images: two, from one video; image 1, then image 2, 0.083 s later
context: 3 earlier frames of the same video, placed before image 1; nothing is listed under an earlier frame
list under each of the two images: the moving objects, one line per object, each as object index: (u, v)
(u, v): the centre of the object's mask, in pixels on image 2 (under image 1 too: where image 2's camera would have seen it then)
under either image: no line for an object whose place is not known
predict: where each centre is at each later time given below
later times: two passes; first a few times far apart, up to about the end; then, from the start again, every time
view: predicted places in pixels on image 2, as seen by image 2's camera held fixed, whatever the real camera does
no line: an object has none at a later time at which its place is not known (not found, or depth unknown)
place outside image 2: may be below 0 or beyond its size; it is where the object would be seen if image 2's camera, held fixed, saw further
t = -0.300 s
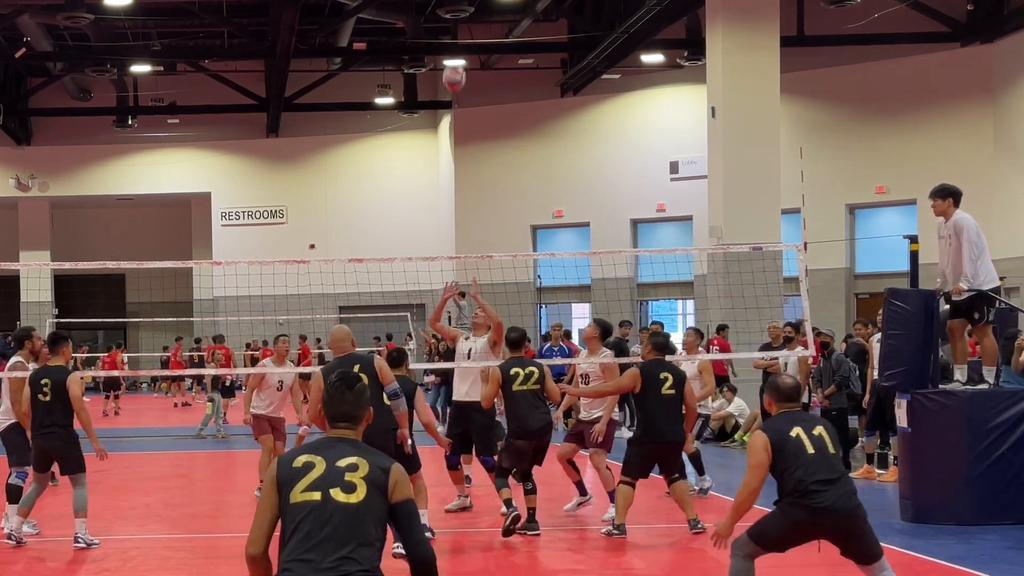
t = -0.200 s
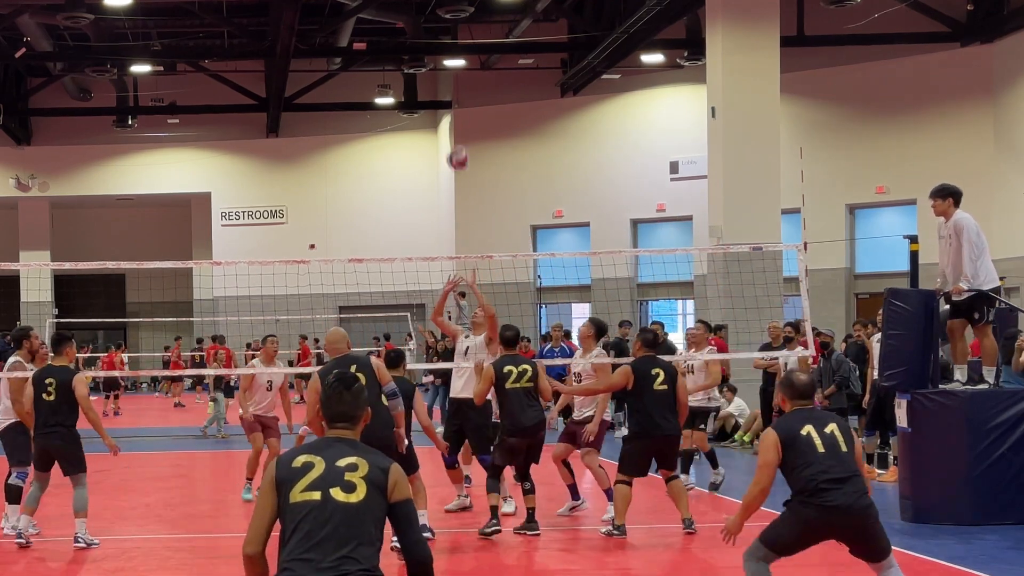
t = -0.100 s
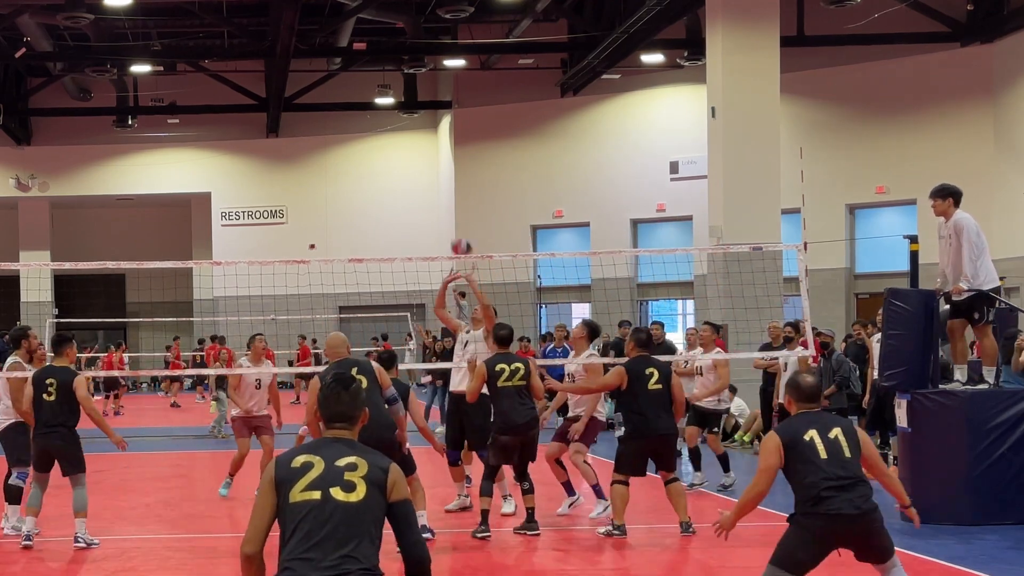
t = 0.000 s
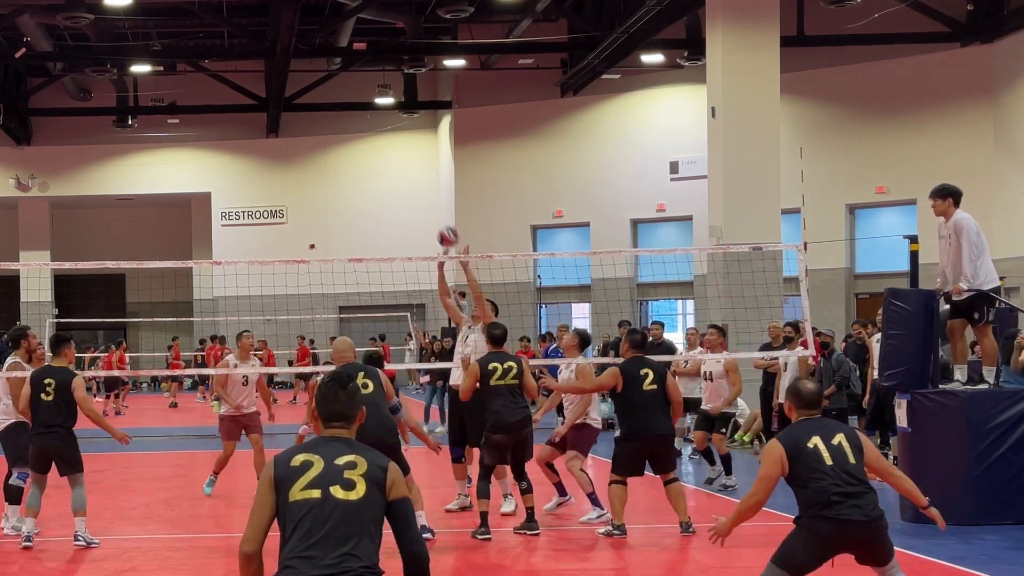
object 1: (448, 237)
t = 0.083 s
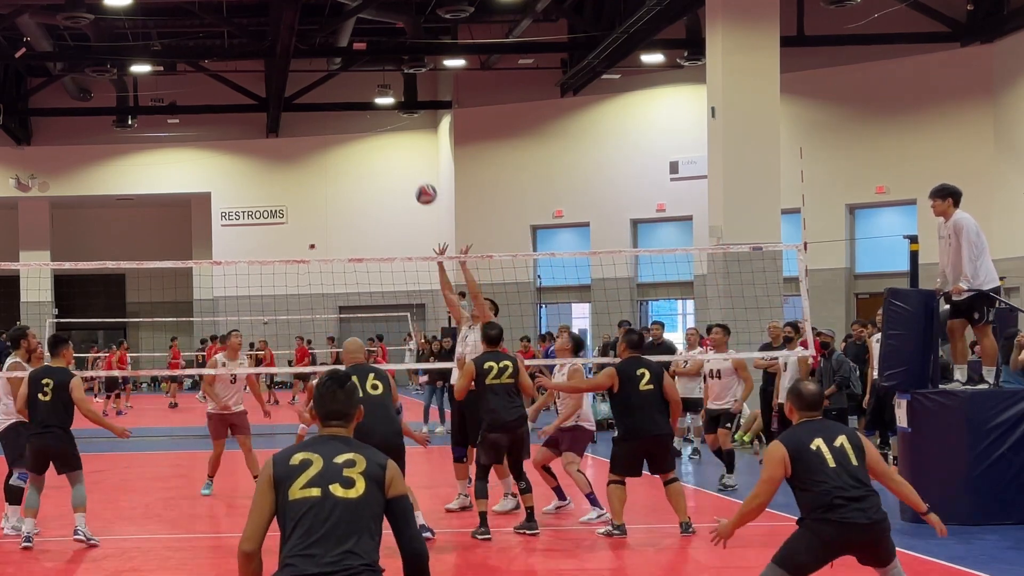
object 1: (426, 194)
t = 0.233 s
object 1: (387, 136)
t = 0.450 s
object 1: (334, 97)
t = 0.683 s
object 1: (278, 109)
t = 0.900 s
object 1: (230, 171)
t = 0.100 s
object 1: (422, 186)
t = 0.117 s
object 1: (417, 179)
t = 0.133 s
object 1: (413, 172)
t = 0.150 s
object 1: (409, 166)
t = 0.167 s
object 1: (405, 159)
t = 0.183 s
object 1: (400, 153)
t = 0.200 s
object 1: (396, 147)
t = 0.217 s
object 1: (392, 141)
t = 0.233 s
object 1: (387, 136)
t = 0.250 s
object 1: (383, 131)
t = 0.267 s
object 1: (378, 126)
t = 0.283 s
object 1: (374, 122)
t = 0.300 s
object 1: (370, 118)
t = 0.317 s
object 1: (366, 114)
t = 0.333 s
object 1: (362, 111)
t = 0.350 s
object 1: (358, 108)
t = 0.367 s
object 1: (353, 106)
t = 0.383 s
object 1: (349, 104)
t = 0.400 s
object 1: (346, 101)
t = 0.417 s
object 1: (342, 100)
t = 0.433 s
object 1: (338, 98)
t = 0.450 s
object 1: (334, 97)
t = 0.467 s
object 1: (329, 96)
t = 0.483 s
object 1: (325, 95)
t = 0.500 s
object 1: (321, 95)
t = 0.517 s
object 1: (317, 95)
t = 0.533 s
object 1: (313, 95)
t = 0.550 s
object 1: (310, 95)
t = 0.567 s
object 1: (305, 96)
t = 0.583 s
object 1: (301, 97)
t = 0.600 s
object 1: (297, 98)
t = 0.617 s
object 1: (294, 100)
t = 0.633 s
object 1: (290, 102)
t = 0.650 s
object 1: (286, 104)
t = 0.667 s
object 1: (282, 106)
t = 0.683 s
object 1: (278, 109)
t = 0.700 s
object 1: (274, 112)
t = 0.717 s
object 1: (270, 116)
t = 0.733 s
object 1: (267, 119)
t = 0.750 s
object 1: (263, 123)
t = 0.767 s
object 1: (259, 126)
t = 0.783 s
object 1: (256, 131)
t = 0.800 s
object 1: (252, 135)
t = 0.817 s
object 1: (248, 141)
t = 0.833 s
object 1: (244, 146)
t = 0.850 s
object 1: (241, 151)
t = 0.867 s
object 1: (237, 157)
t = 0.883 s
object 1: (233, 164)
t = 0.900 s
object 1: (230, 171)
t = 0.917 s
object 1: (226, 177)
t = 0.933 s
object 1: (223, 183)
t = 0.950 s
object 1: (220, 190)
